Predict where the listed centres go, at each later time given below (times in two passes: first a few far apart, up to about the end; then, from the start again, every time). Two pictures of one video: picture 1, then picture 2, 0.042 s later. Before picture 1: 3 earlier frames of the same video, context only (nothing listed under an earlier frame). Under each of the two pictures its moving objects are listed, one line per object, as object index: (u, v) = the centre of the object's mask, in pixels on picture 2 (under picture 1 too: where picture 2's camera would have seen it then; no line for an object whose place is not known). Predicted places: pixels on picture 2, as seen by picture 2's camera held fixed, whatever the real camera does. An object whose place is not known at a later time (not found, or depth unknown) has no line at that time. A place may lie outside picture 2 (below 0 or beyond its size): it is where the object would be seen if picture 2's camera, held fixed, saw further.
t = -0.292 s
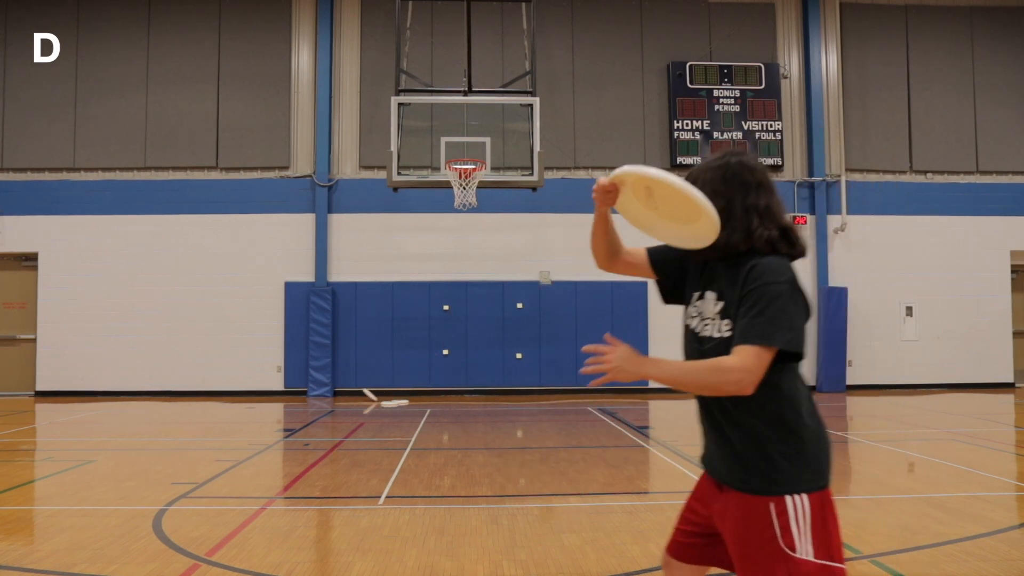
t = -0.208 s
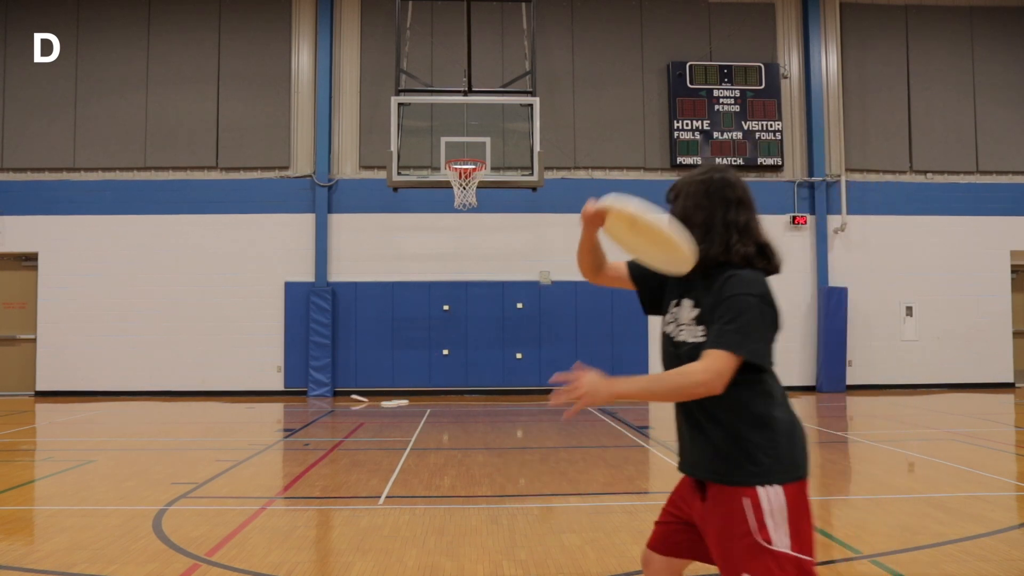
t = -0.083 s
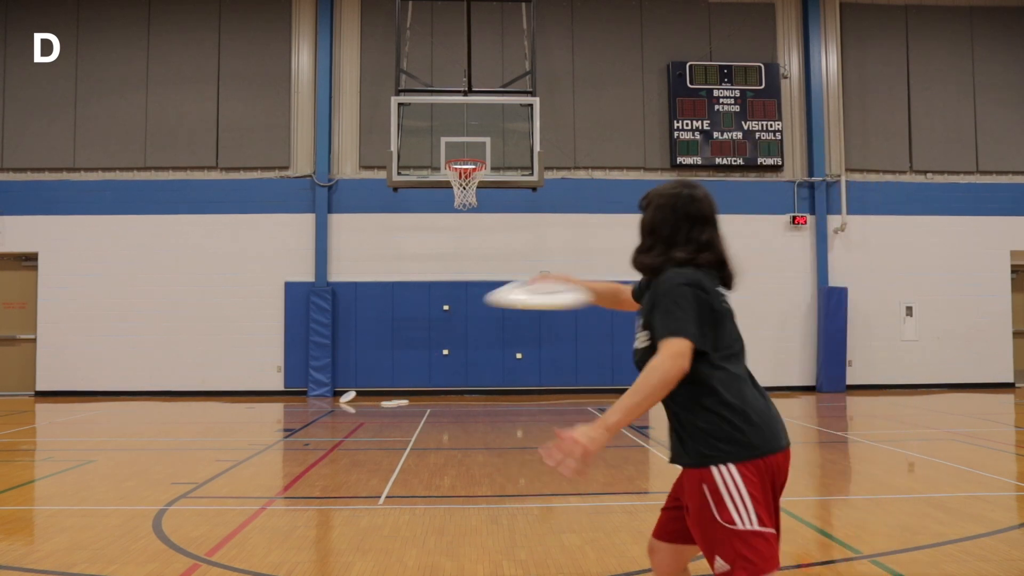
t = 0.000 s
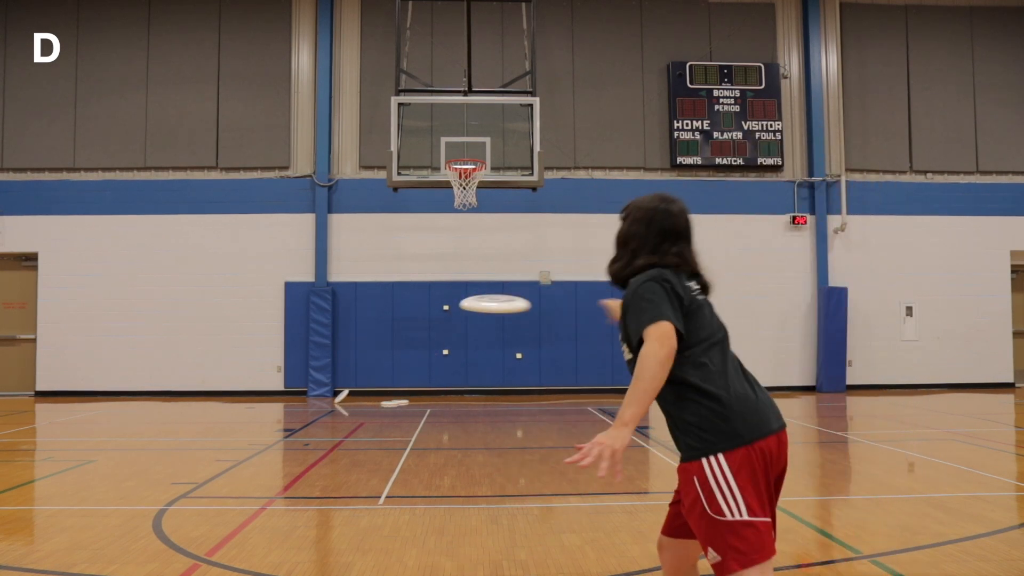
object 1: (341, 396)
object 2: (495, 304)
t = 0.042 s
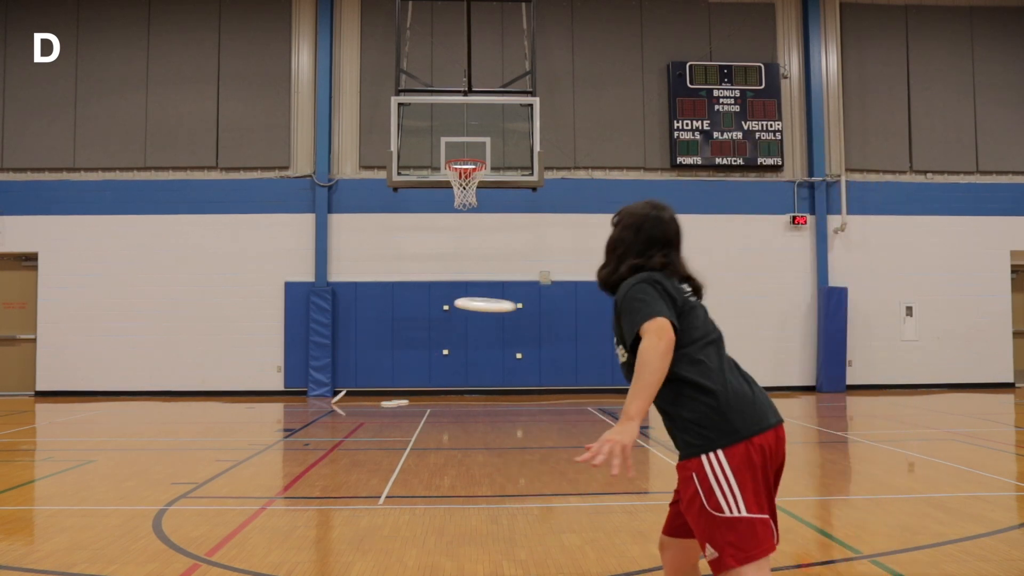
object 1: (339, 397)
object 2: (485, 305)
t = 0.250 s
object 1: (330, 400)
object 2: (462, 306)
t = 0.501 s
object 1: (329, 401)
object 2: (452, 312)
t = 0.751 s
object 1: (329, 401)
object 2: (448, 319)
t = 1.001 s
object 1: (329, 402)
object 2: (446, 332)
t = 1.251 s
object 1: (329, 402)
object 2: (437, 346)
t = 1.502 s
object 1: (328, 403)
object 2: (396, 391)
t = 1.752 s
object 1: (329, 403)
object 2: (372, 390)
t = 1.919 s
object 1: (328, 403)
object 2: (360, 396)
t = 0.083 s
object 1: (336, 398)
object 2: (479, 305)
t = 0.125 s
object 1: (334, 400)
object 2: (473, 305)
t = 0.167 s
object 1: (331, 402)
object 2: (468, 305)
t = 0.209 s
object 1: (330, 401)
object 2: (464, 305)
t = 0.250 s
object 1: (330, 400)
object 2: (462, 306)
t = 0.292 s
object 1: (330, 400)
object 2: (460, 306)
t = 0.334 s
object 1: (329, 401)
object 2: (457, 307)
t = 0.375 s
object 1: (329, 401)
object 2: (456, 308)
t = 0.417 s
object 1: (329, 402)
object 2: (454, 310)
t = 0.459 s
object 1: (329, 402)
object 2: (453, 311)
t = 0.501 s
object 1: (329, 401)
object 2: (452, 312)
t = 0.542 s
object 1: (329, 401)
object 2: (450, 314)
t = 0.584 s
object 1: (329, 402)
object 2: (450, 315)
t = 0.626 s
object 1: (329, 402)
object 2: (449, 316)
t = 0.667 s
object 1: (329, 402)
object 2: (448, 317)
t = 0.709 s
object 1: (329, 402)
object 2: (448, 318)
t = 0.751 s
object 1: (329, 401)
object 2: (448, 319)
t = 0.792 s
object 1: (329, 402)
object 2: (447, 324)
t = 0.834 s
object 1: (329, 402)
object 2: (447, 326)
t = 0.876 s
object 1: (329, 403)
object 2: (447, 327)
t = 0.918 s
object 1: (329, 403)
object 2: (446, 329)
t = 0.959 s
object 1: (329, 402)
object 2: (446, 331)
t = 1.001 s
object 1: (329, 402)
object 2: (446, 332)
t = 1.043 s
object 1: (329, 402)
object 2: (445, 334)
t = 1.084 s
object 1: (329, 403)
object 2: (445, 336)
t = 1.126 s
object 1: (328, 403)
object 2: (444, 338)
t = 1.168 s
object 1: (329, 402)
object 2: (444, 340)
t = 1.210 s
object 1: (329, 402)
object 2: (443, 342)
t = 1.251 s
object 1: (329, 402)
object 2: (437, 346)
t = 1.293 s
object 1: (328, 403)
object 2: (432, 351)
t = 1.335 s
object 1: (329, 403)
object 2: (424, 357)
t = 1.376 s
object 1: (329, 403)
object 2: (418, 364)
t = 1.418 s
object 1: (329, 403)
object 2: (410, 374)
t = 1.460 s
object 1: (328, 403)
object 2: (403, 381)
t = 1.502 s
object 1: (328, 403)
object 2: (396, 391)
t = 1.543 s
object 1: (329, 402)
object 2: (391, 393)
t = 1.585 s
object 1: (329, 403)
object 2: (387, 392)
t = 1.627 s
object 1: (328, 402)
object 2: (384, 390)
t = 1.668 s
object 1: (328, 403)
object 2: (380, 389)
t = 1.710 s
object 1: (329, 402)
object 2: (376, 389)
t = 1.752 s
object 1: (329, 403)
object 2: (372, 390)
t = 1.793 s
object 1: (328, 402)
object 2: (369, 392)
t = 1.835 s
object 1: (328, 403)
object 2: (366, 394)
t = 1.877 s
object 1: (328, 403)
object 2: (363, 395)
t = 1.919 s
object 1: (328, 403)
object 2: (360, 396)
